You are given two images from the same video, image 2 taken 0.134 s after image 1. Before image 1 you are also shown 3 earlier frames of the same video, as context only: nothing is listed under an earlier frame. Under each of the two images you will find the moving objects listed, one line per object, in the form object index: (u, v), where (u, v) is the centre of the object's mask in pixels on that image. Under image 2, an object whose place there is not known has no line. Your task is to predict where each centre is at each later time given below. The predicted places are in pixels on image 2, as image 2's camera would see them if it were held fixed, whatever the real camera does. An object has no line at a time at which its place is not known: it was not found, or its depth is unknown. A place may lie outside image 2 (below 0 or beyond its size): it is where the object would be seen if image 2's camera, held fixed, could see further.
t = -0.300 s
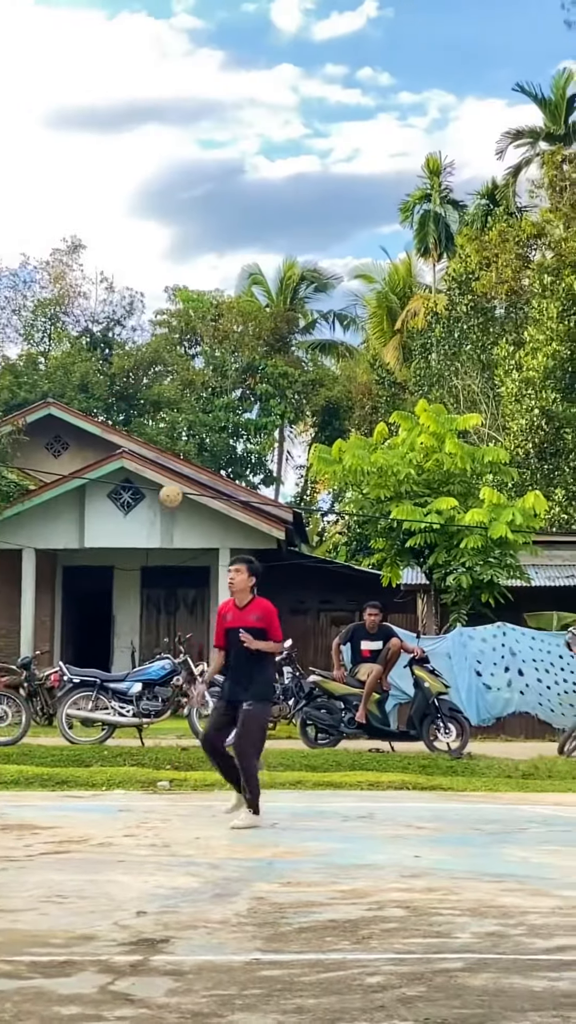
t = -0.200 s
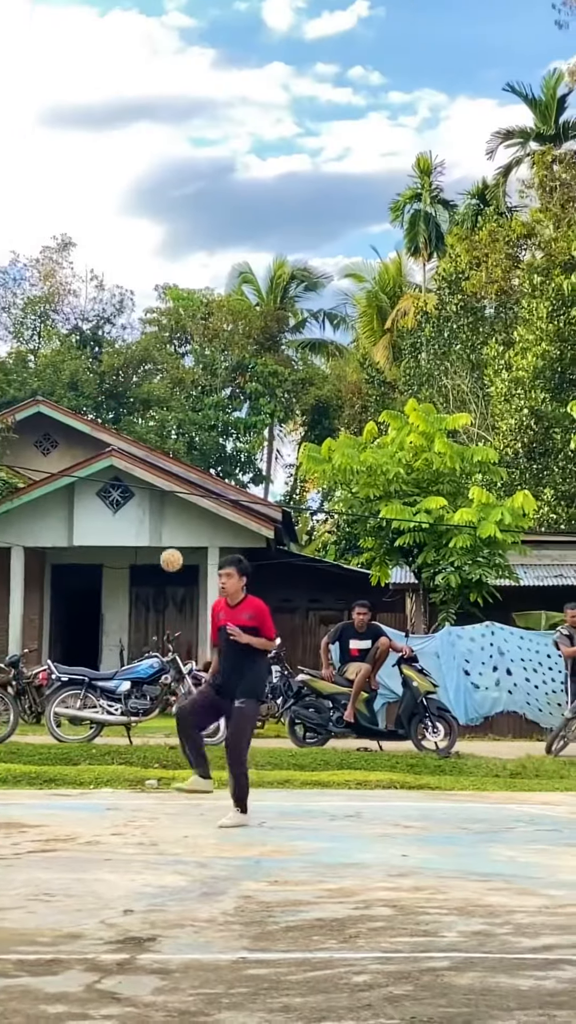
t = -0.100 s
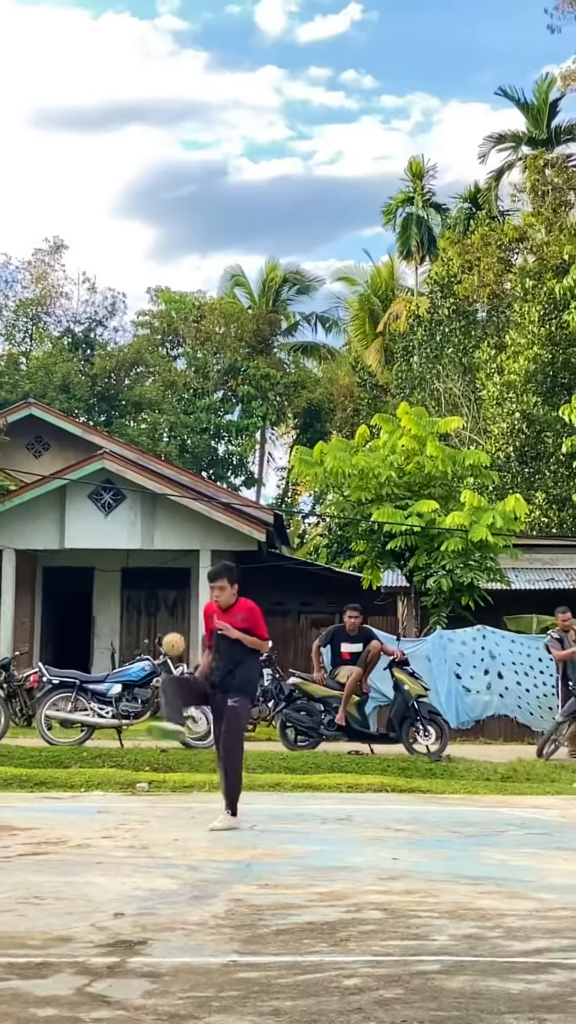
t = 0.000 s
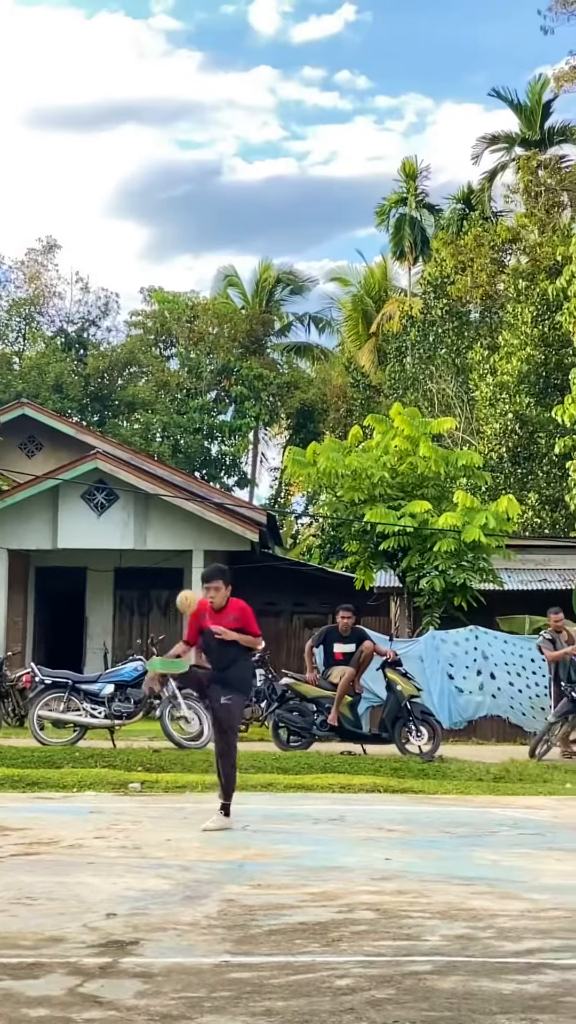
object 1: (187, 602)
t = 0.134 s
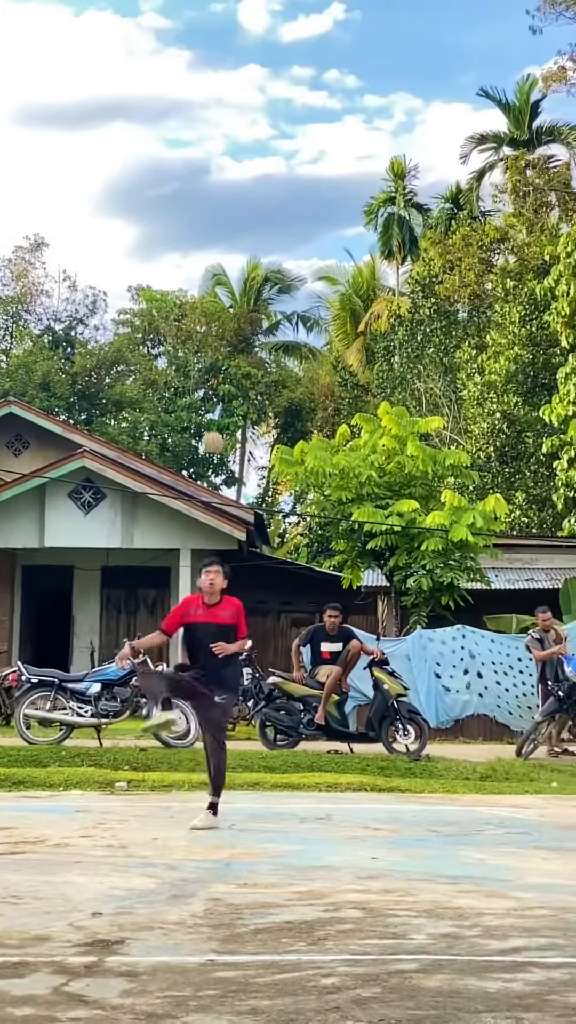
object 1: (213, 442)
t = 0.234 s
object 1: (233, 347)
